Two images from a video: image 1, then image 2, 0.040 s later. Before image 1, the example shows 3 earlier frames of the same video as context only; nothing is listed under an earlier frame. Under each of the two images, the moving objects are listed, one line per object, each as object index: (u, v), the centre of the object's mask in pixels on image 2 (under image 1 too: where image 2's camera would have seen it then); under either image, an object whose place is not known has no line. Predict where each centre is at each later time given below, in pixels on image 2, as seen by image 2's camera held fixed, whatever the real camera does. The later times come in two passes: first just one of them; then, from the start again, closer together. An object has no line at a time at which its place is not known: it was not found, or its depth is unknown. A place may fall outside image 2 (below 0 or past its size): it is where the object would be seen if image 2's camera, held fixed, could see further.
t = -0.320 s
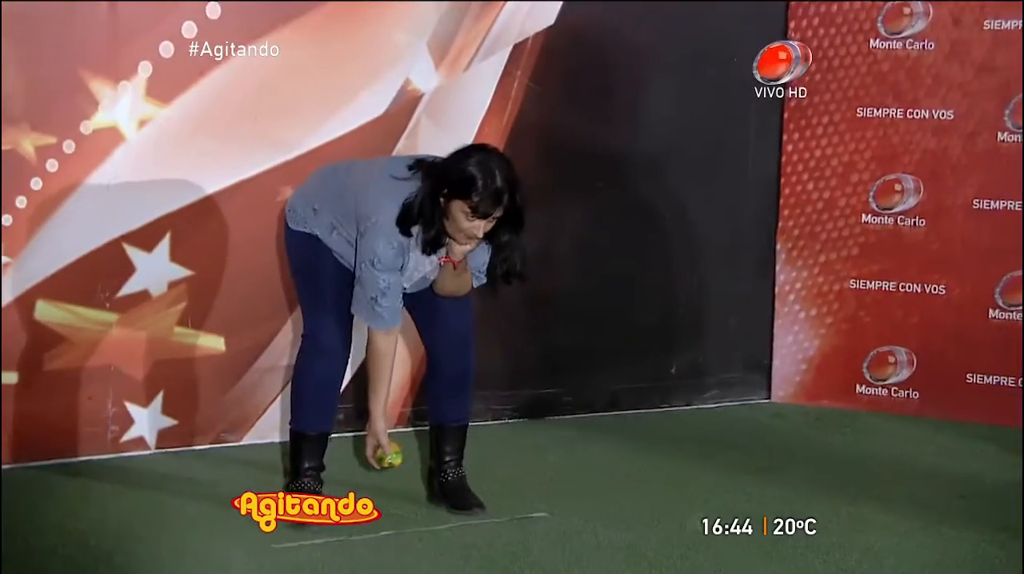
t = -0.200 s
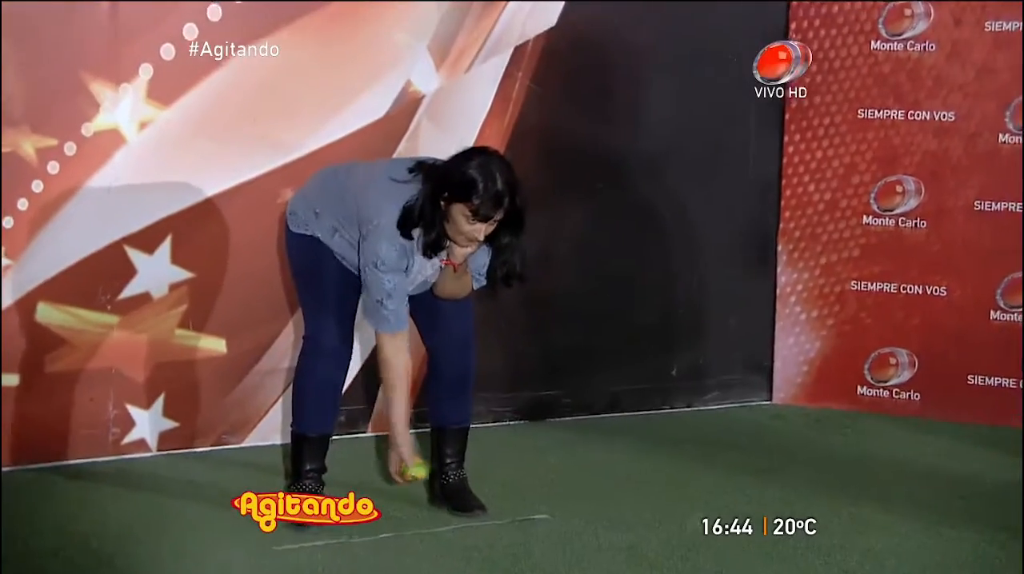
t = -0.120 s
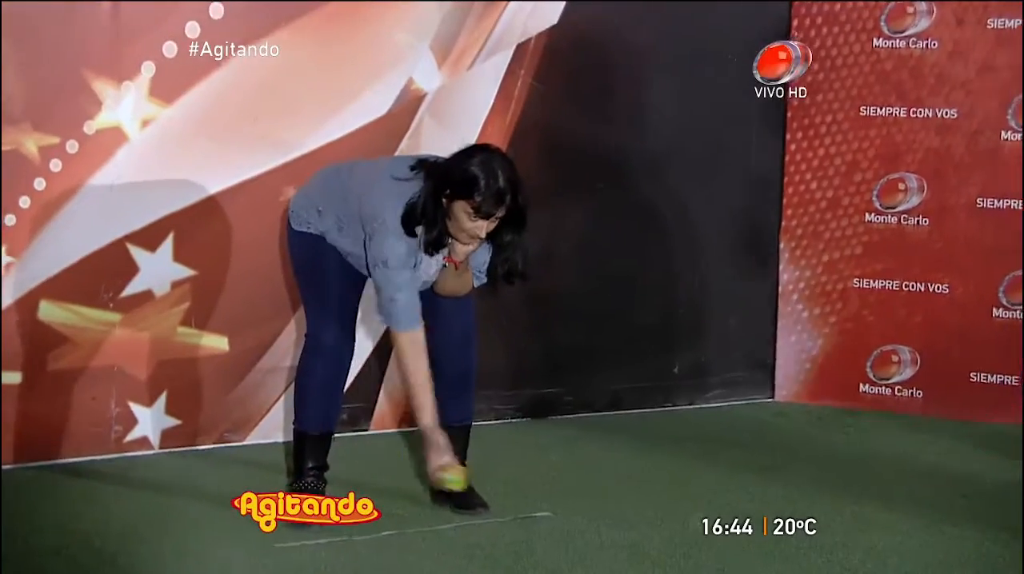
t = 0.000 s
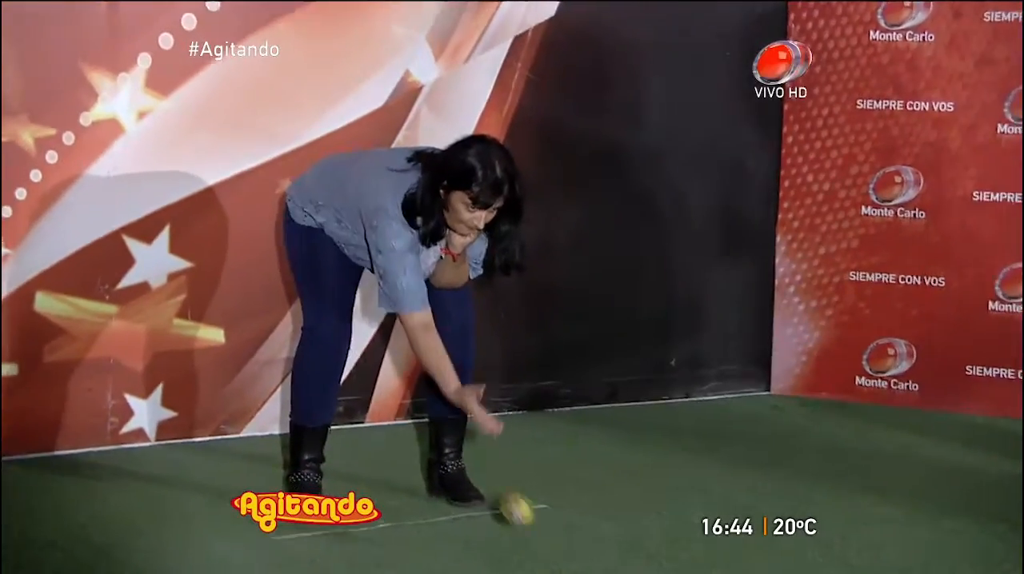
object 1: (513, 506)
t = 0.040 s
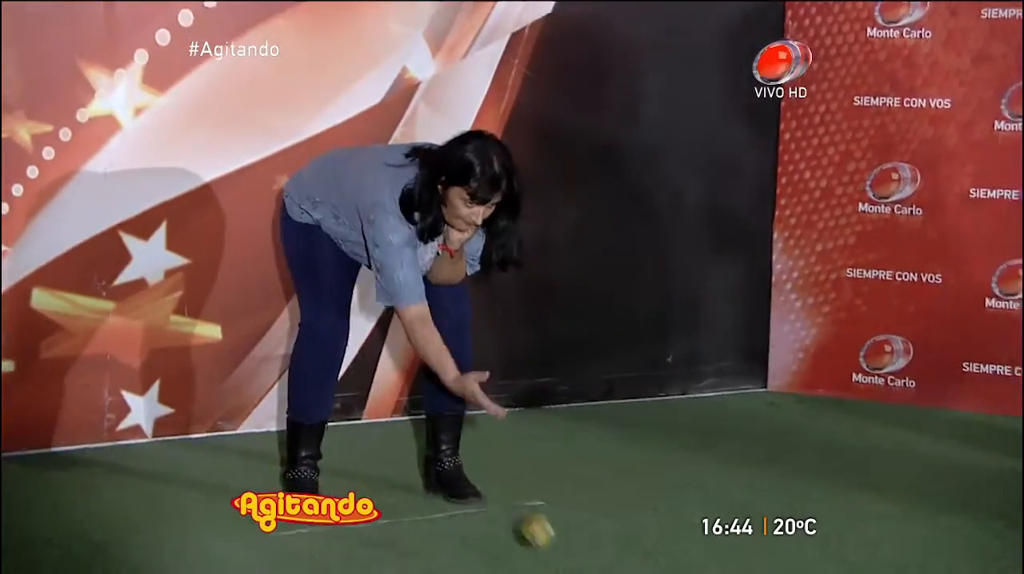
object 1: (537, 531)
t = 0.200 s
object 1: (619, 556)
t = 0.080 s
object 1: (563, 566)
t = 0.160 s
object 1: (602, 563)
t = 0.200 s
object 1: (619, 556)
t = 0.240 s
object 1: (637, 558)
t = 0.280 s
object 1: (656, 565)
